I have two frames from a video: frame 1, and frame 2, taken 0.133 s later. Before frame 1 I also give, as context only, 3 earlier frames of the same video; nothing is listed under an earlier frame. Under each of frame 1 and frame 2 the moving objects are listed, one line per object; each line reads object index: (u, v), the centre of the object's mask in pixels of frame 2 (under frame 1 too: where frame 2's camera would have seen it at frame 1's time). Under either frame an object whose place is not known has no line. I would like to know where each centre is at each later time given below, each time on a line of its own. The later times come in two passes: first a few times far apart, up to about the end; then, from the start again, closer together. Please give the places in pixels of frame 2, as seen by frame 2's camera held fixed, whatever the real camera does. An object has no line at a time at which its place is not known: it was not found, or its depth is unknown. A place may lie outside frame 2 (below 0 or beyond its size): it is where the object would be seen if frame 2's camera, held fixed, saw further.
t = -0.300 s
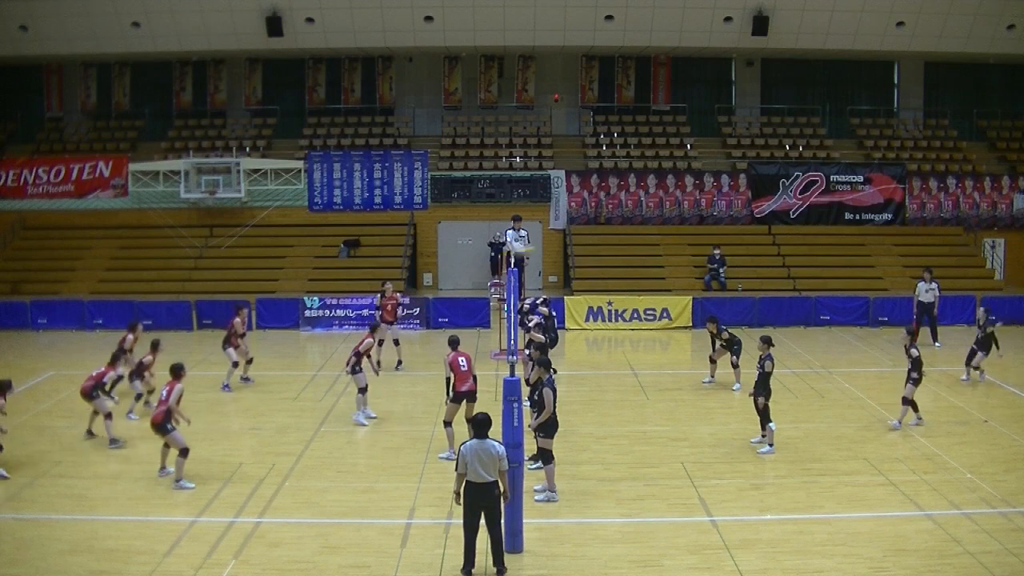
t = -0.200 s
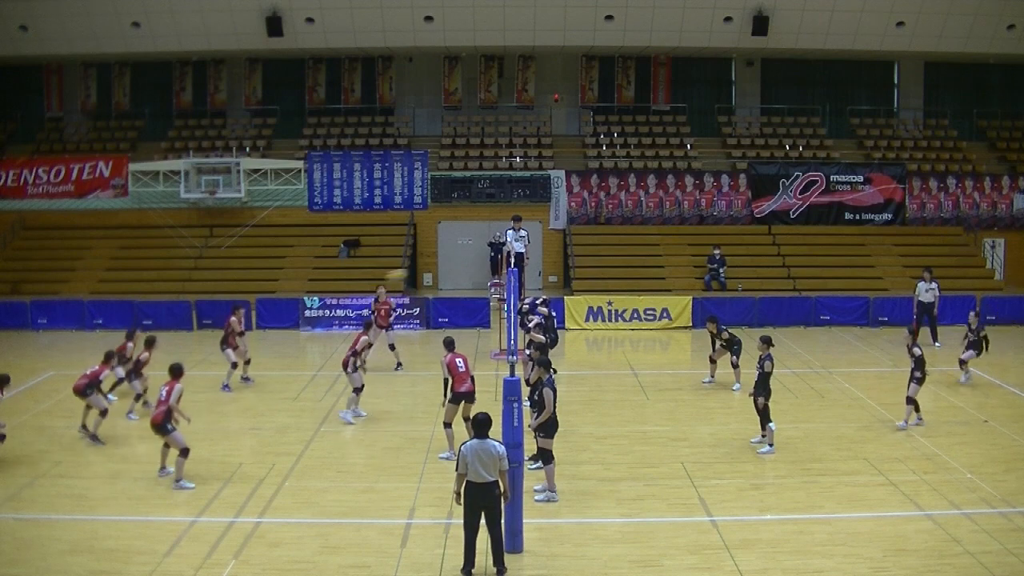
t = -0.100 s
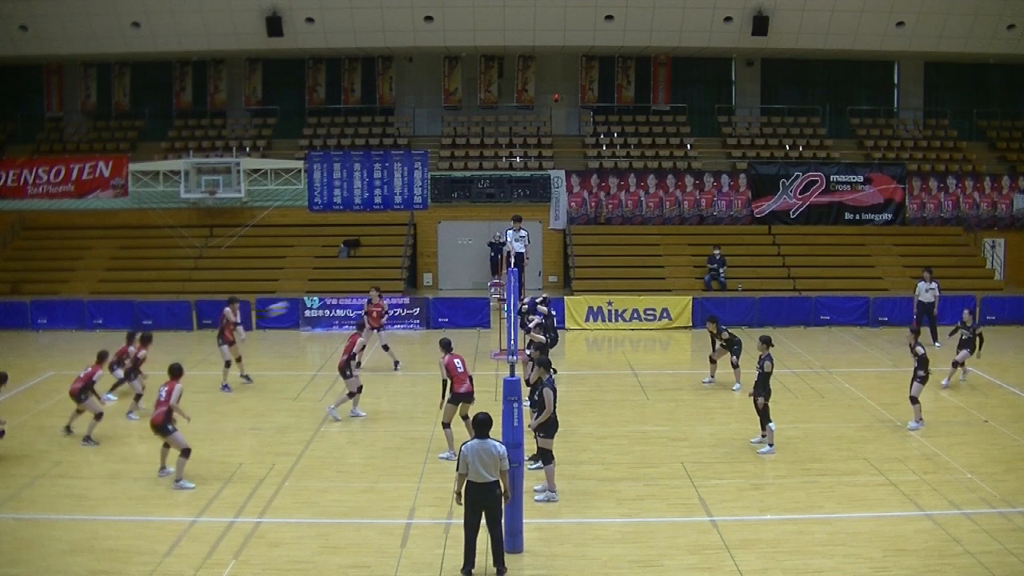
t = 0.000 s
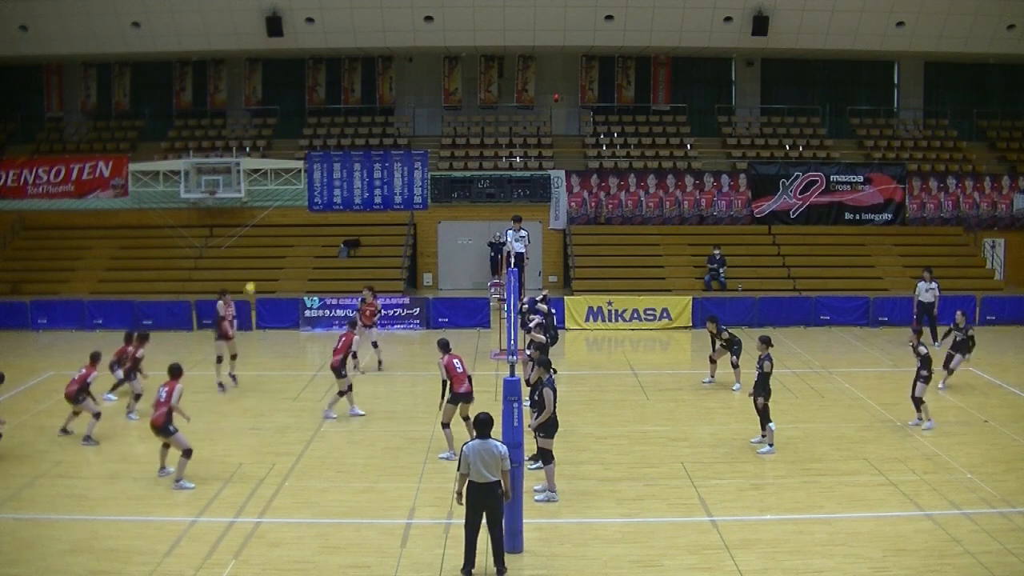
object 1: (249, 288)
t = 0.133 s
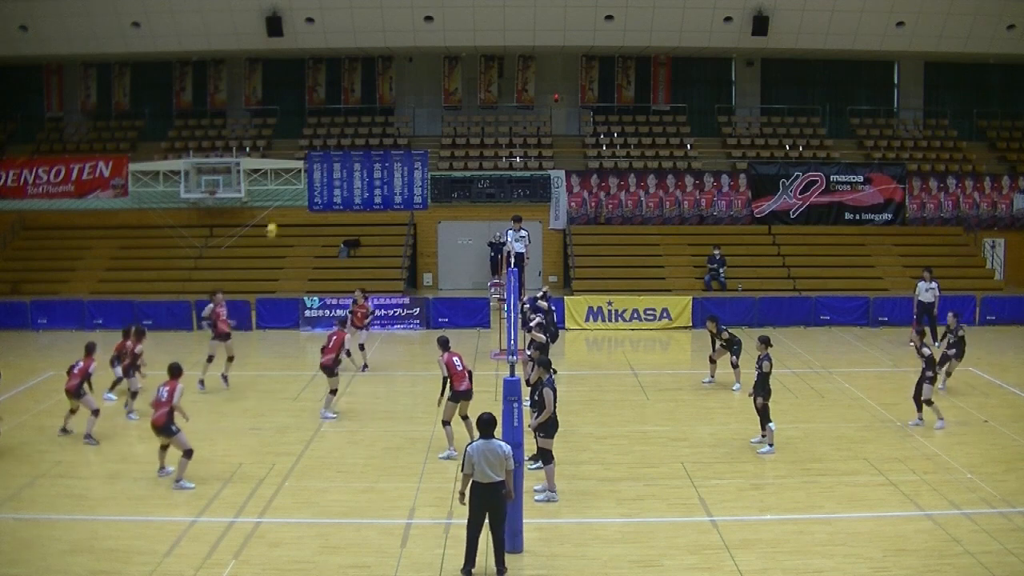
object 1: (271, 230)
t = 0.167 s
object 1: (276, 217)
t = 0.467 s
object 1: (324, 125)
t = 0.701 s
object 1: (361, 86)
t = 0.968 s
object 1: (403, 79)
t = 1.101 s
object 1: (424, 92)
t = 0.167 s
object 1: (276, 217)
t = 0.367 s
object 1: (308, 149)
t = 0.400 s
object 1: (313, 141)
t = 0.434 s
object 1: (318, 132)
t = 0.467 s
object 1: (324, 125)
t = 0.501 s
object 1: (329, 117)
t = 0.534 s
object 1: (335, 110)
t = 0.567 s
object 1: (340, 104)
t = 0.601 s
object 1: (345, 98)
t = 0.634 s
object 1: (350, 94)
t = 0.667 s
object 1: (356, 90)
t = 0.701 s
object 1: (361, 86)
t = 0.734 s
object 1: (366, 83)
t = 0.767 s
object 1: (371, 80)
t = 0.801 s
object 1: (376, 79)
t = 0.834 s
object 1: (382, 78)
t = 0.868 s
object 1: (387, 77)
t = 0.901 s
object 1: (392, 77)
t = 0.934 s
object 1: (397, 78)
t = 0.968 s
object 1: (403, 79)
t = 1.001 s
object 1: (408, 81)
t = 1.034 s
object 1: (413, 84)
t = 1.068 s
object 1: (419, 88)
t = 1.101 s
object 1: (424, 92)
